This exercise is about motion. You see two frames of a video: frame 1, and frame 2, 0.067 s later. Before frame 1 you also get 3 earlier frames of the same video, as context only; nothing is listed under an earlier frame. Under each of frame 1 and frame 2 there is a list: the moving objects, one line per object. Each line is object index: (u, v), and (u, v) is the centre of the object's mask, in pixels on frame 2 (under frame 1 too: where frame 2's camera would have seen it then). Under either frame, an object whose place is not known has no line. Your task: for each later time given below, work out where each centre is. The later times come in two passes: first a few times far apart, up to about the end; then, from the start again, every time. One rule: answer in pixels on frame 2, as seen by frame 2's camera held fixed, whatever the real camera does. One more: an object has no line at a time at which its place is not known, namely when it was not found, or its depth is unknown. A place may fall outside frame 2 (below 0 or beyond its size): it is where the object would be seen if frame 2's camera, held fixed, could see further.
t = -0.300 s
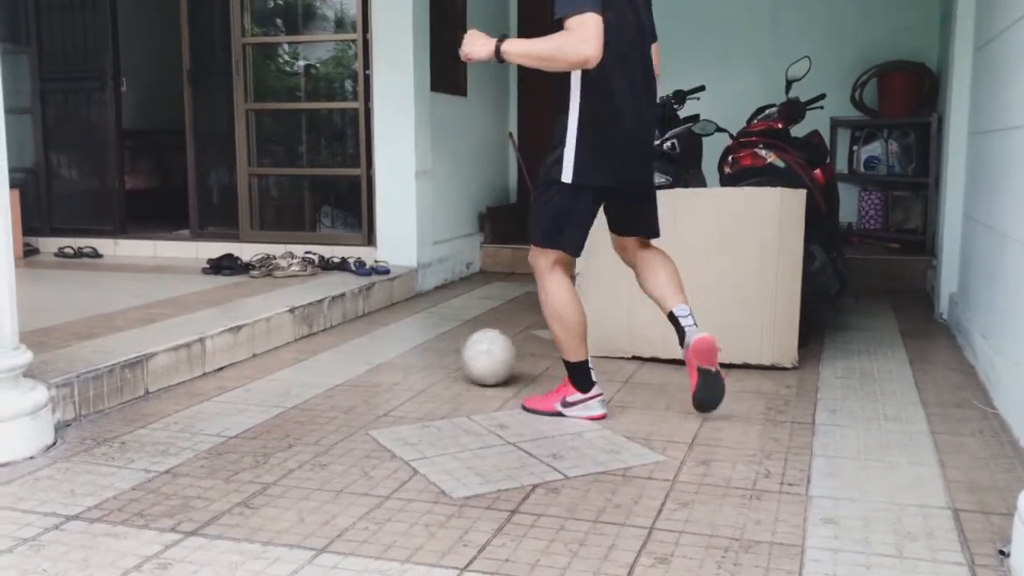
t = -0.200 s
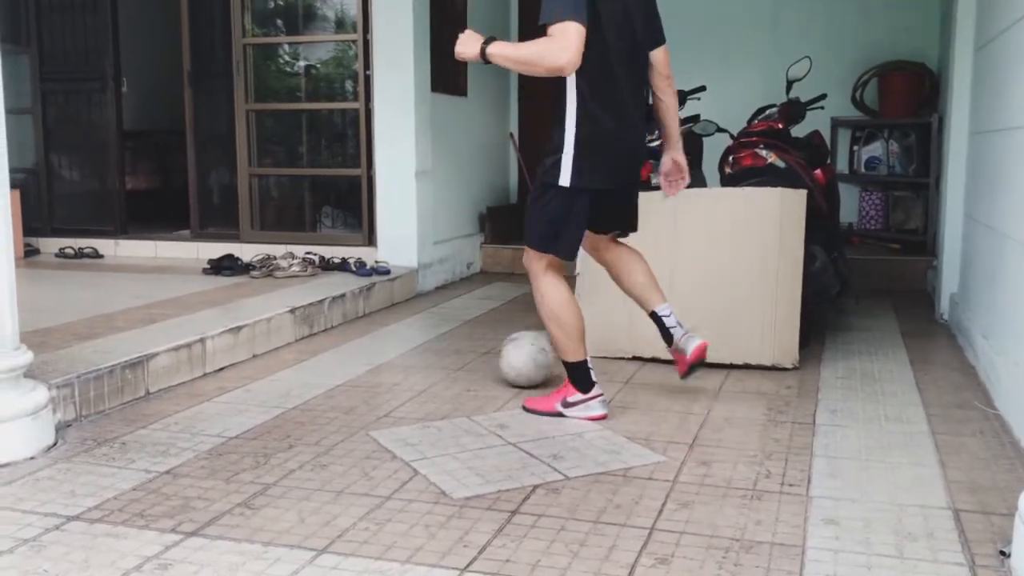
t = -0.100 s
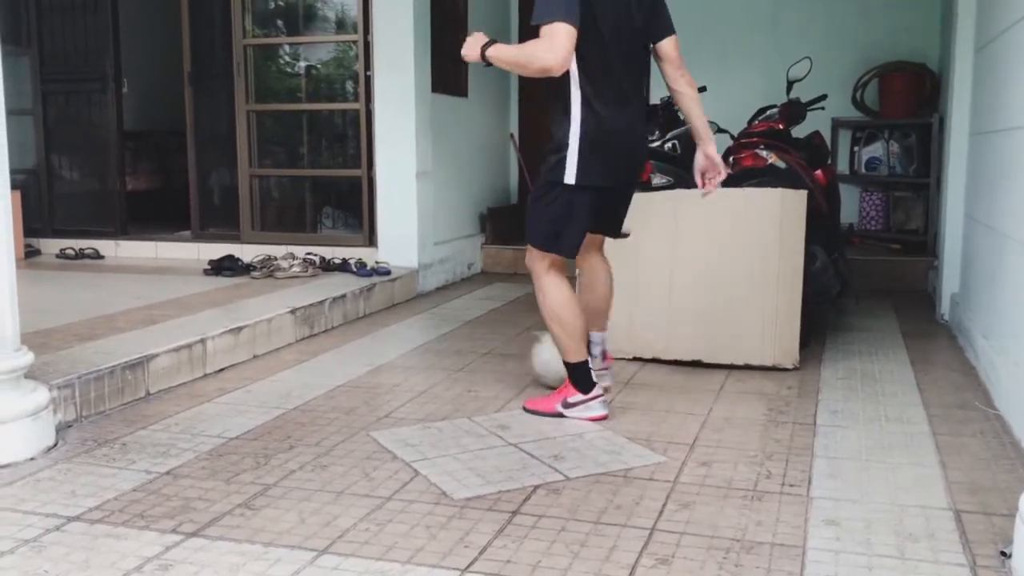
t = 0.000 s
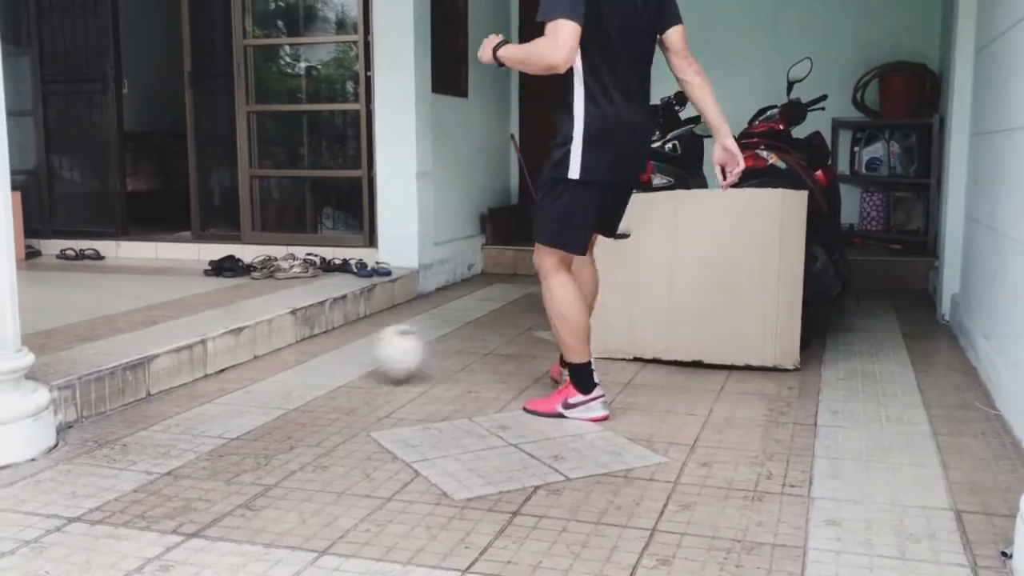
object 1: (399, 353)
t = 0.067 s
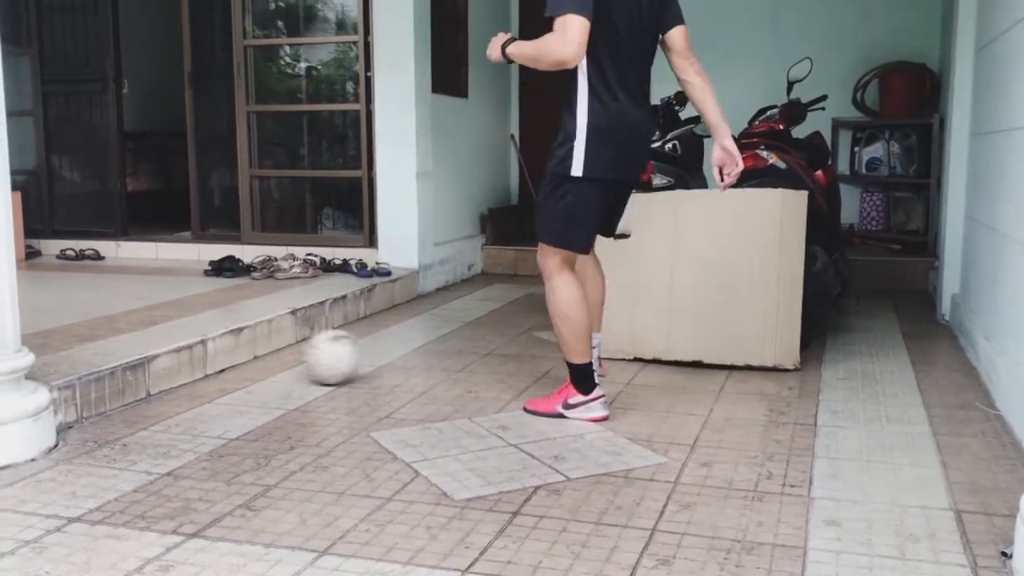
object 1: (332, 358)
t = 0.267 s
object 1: (262, 361)
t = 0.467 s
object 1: (347, 371)
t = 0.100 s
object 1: (292, 355)
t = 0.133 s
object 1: (251, 355)
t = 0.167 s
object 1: (231, 357)
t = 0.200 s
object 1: (233, 356)
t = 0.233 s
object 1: (244, 357)
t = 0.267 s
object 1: (262, 361)
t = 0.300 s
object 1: (278, 362)
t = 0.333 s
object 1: (301, 365)
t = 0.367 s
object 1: (315, 367)
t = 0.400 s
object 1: (329, 368)
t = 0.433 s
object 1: (335, 369)
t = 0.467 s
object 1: (347, 371)
